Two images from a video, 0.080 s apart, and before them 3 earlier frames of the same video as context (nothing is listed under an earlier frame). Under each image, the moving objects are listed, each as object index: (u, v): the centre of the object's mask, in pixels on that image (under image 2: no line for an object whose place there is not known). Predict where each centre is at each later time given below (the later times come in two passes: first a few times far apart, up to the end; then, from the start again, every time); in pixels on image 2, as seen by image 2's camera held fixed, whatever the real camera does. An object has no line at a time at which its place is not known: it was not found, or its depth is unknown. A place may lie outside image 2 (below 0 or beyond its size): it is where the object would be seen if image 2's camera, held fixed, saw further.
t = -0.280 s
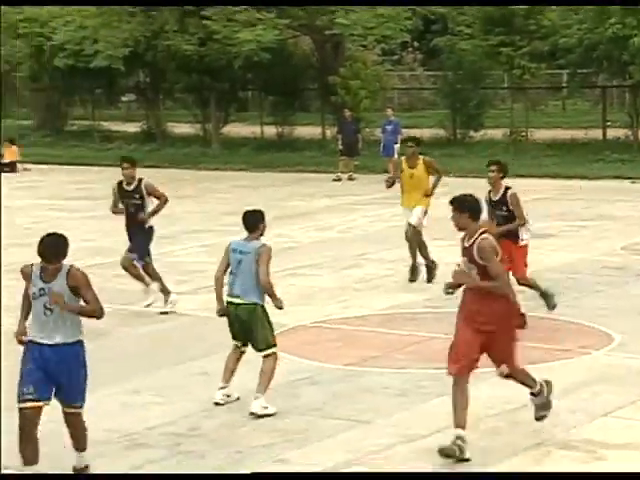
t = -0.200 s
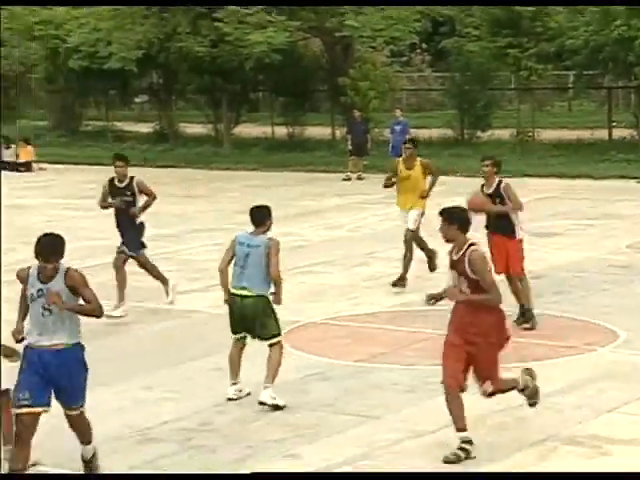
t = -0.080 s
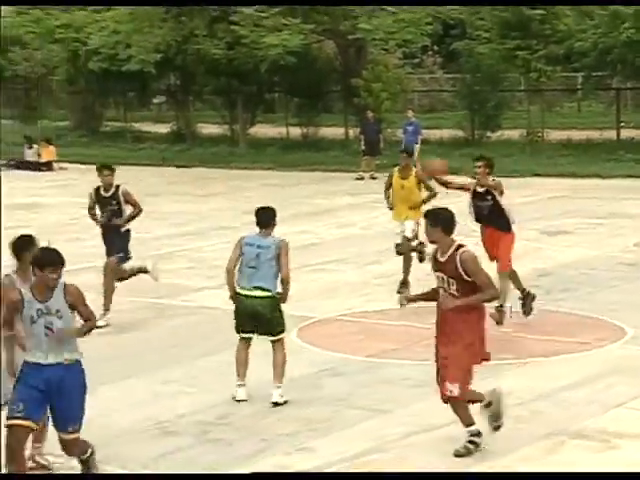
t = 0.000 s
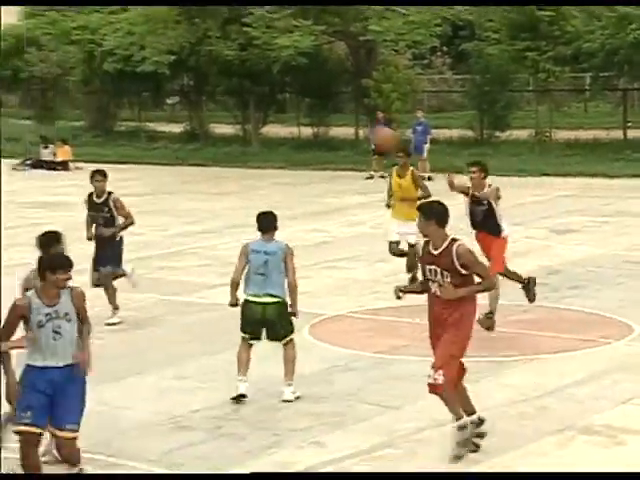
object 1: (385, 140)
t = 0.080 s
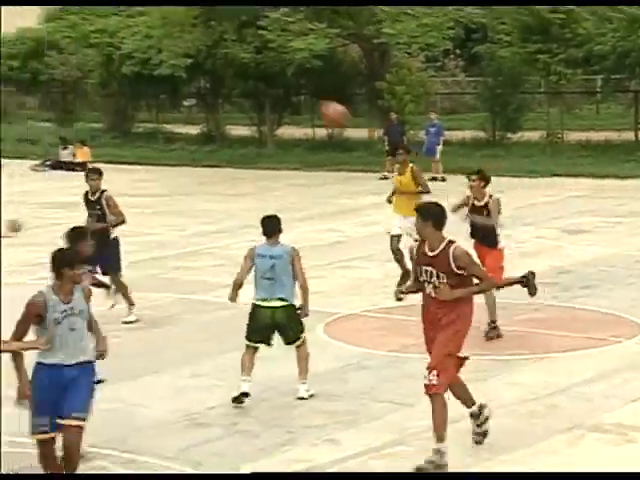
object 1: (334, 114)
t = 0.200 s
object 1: (227, 82)
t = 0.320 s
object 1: (107, 57)
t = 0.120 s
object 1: (300, 102)
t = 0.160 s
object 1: (264, 93)
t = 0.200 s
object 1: (227, 82)
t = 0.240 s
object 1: (188, 73)
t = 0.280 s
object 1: (150, 64)
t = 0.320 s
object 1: (107, 57)
